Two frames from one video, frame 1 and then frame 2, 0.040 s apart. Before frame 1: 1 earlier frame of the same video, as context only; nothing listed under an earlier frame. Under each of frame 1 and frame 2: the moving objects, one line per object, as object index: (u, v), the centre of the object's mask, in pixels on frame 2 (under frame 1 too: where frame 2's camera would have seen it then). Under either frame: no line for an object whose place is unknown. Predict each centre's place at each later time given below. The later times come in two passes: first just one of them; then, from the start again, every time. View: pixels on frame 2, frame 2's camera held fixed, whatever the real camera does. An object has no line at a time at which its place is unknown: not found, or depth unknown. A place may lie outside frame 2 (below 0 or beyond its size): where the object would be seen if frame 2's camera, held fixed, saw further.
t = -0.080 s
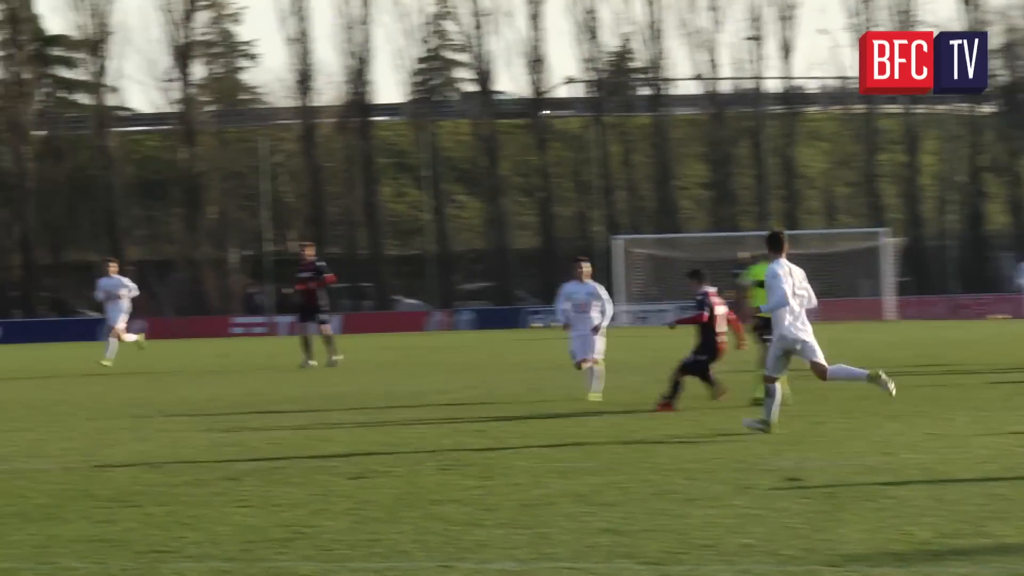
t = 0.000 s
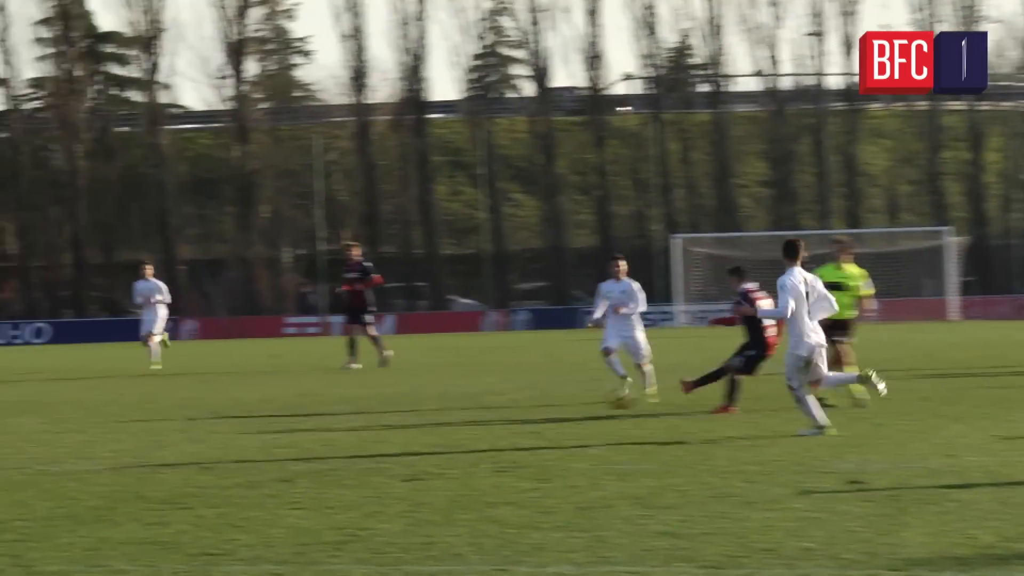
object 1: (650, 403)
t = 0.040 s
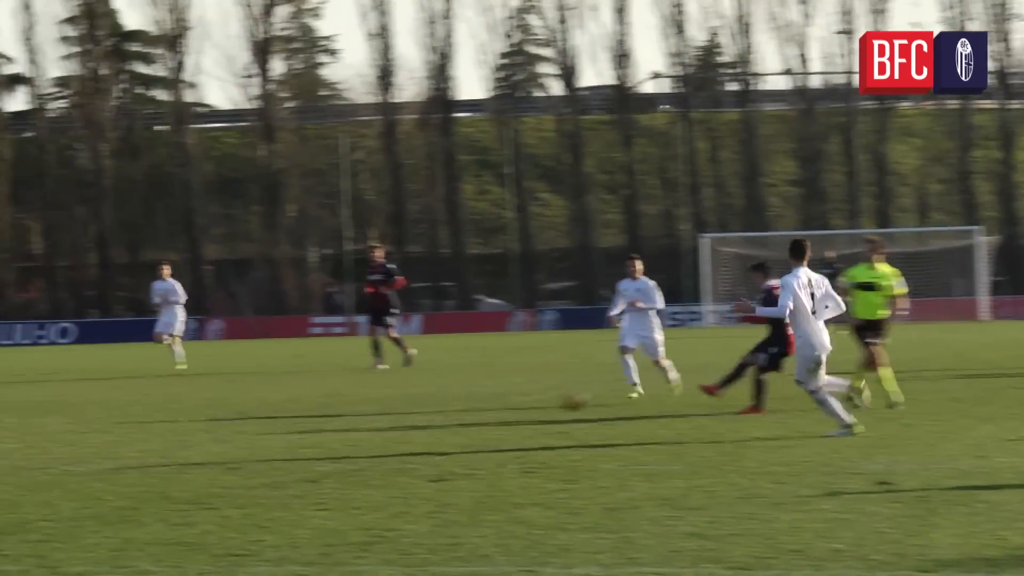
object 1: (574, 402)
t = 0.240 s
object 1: (214, 414)
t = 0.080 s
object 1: (497, 404)
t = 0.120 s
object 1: (426, 410)
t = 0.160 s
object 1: (350, 419)
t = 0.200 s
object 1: (283, 416)
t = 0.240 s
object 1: (214, 414)
